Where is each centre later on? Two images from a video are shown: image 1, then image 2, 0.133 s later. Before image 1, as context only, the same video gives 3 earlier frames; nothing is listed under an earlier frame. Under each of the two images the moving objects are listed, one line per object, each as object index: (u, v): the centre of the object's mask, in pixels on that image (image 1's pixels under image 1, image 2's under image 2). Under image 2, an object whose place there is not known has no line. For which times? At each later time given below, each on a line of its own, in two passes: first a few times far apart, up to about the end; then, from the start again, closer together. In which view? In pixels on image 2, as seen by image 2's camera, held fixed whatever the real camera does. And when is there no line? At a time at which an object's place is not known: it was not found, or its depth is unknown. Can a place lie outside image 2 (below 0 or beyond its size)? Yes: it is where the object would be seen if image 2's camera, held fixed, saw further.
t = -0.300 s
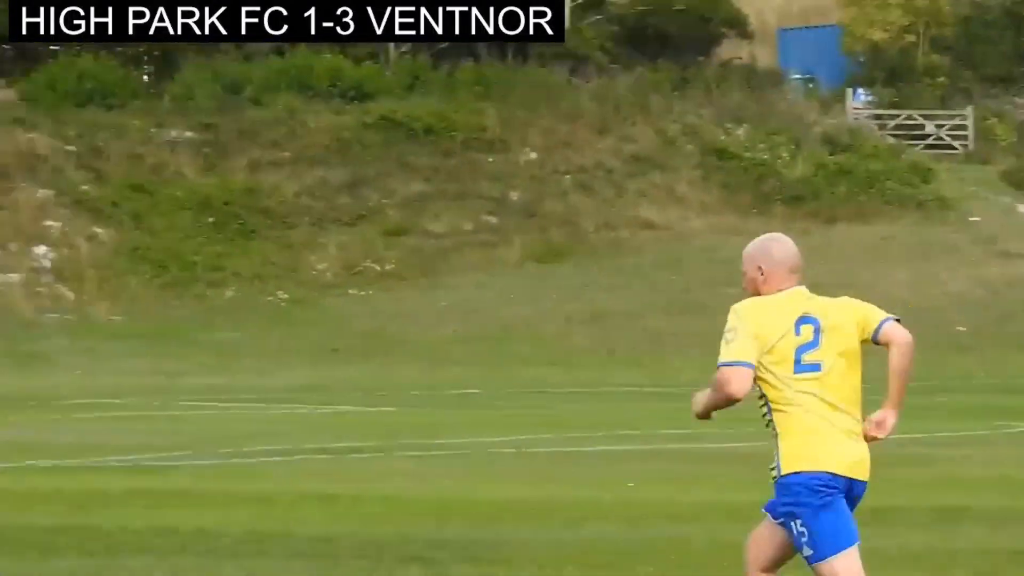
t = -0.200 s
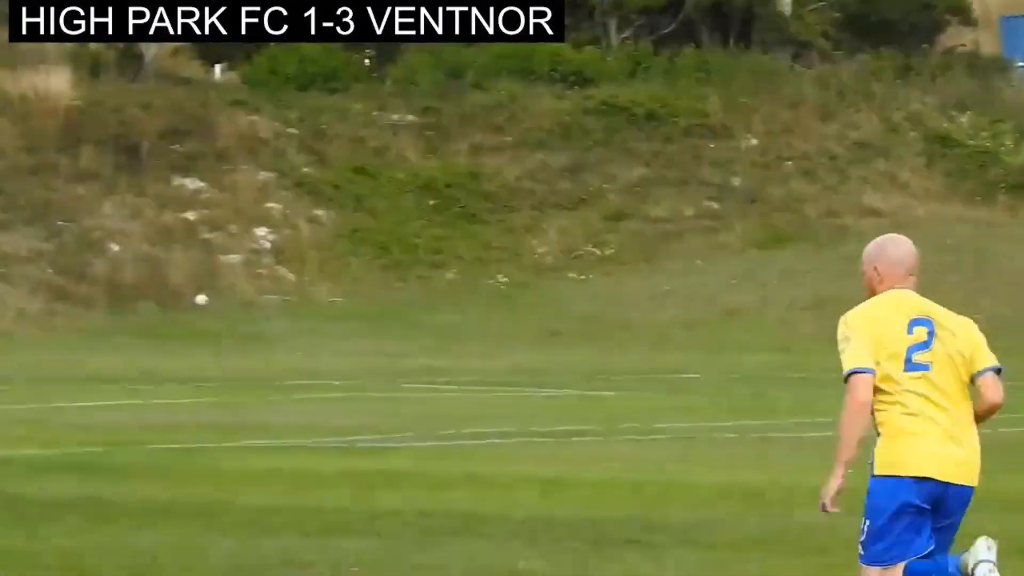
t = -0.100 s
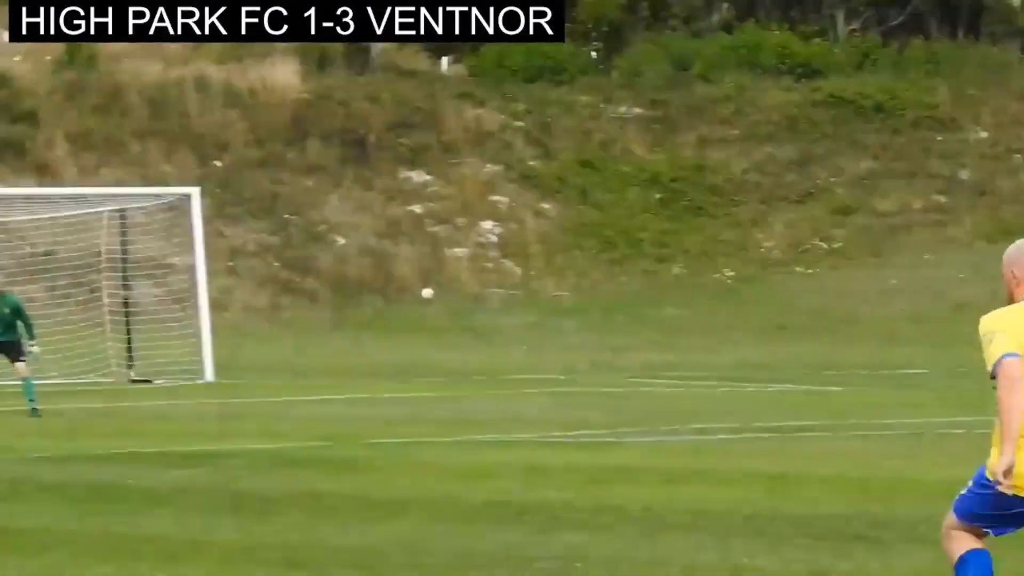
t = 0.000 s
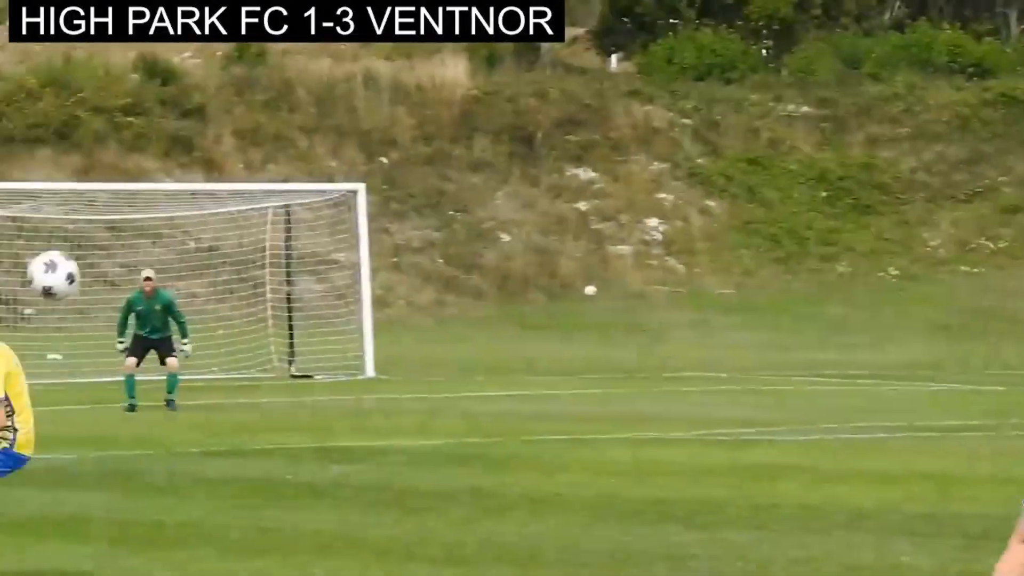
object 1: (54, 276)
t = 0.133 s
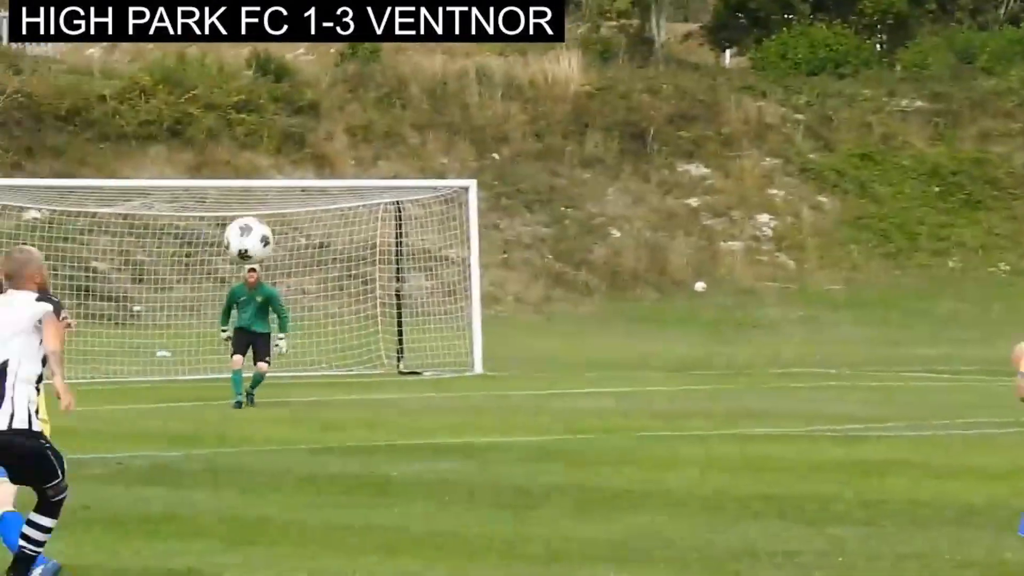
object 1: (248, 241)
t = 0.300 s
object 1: (345, 251)
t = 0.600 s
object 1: (507, 409)
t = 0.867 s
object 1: (566, 463)
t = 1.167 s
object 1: (538, 351)
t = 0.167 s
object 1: (268, 238)
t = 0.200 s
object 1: (287, 238)
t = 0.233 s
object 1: (307, 239)
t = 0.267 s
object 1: (327, 244)
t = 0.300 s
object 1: (345, 251)
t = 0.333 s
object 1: (364, 257)
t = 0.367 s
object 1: (382, 269)
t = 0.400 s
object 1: (400, 286)
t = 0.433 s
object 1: (419, 302)
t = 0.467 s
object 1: (437, 320)
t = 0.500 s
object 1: (454, 340)
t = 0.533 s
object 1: (473, 360)
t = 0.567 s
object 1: (490, 383)
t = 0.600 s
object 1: (507, 409)
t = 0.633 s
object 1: (524, 435)
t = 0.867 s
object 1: (566, 463)
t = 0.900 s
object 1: (559, 443)
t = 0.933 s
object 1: (553, 425)
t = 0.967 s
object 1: (552, 407)
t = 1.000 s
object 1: (552, 391)
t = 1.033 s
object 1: (550, 379)
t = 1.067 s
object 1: (547, 369)
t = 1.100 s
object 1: (544, 361)
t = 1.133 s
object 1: (540, 355)
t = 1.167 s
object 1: (538, 351)
